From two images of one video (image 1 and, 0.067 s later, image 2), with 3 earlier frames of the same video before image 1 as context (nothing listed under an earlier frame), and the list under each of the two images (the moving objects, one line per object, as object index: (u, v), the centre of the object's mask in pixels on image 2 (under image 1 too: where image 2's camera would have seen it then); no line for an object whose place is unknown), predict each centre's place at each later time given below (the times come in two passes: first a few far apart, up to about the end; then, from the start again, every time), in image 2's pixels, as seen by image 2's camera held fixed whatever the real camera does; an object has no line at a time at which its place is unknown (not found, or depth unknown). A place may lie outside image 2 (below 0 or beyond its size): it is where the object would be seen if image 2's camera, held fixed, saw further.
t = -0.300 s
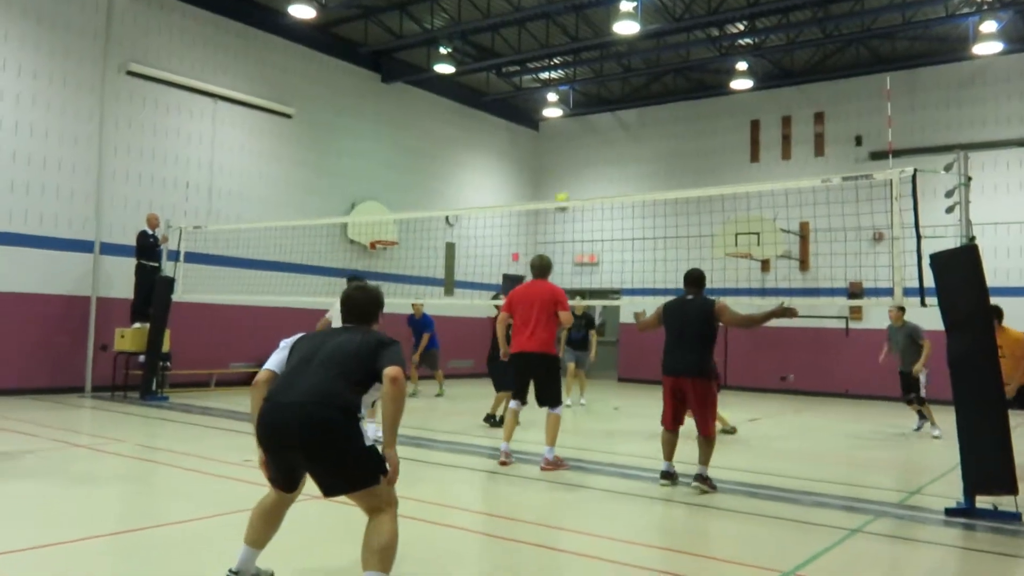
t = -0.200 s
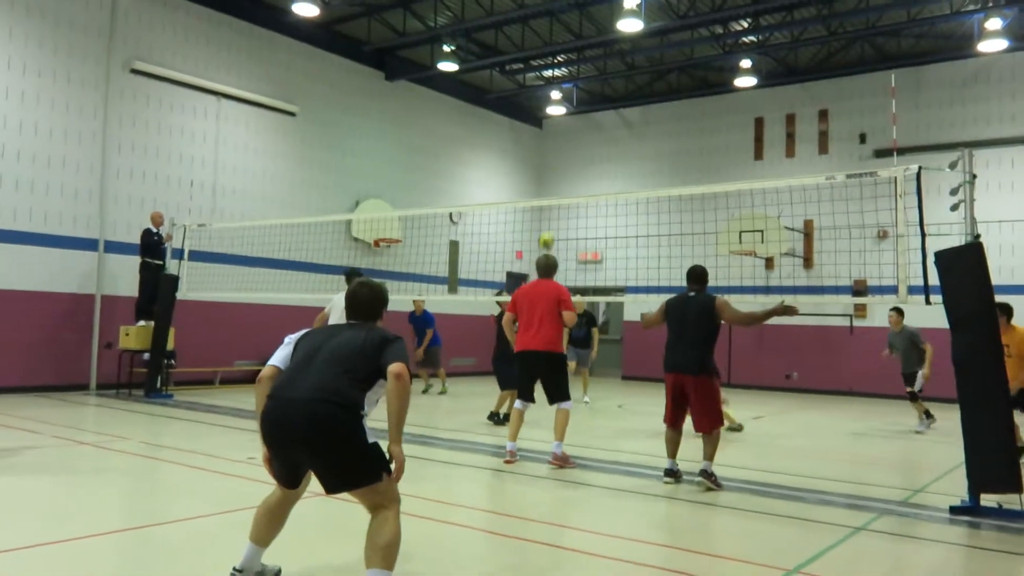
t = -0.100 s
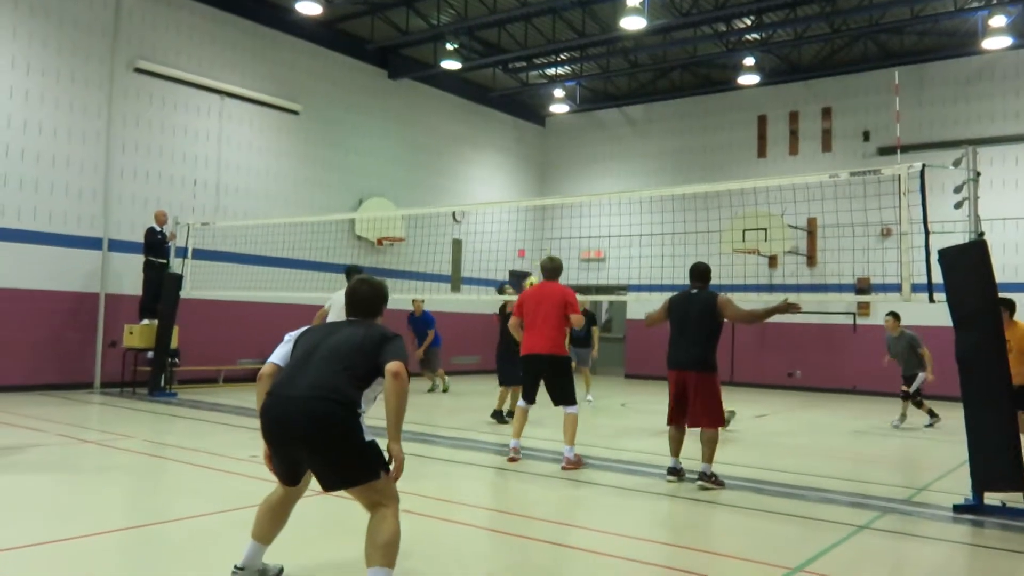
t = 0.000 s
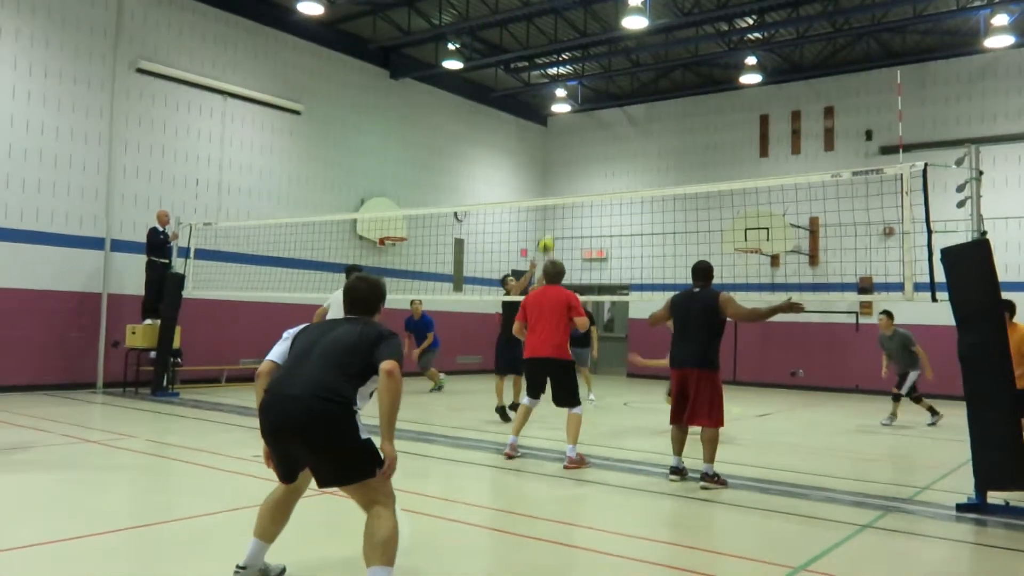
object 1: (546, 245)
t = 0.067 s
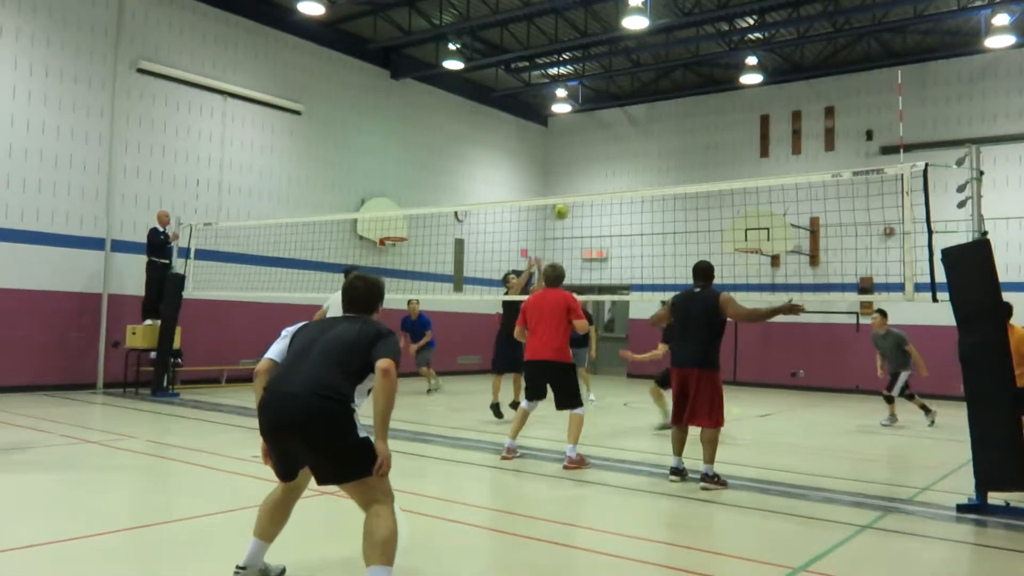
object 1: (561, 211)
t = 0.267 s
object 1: (604, 123)
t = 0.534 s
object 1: (669, 58)
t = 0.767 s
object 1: (729, 52)
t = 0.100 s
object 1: (567, 189)
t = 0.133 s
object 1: (575, 178)
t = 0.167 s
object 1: (582, 162)
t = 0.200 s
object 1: (589, 148)
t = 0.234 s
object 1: (597, 135)
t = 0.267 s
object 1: (604, 123)
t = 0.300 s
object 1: (612, 111)
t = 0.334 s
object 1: (620, 101)
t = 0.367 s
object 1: (628, 93)
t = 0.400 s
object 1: (636, 84)
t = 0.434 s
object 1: (644, 76)
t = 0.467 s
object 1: (652, 69)
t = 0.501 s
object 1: (661, 63)
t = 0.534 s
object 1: (669, 58)
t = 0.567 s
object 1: (677, 54)
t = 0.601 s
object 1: (686, 51)
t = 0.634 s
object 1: (694, 49)
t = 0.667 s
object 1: (703, 48)
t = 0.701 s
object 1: (712, 48)
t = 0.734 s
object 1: (720, 50)
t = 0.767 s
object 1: (729, 52)
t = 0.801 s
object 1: (738, 56)
